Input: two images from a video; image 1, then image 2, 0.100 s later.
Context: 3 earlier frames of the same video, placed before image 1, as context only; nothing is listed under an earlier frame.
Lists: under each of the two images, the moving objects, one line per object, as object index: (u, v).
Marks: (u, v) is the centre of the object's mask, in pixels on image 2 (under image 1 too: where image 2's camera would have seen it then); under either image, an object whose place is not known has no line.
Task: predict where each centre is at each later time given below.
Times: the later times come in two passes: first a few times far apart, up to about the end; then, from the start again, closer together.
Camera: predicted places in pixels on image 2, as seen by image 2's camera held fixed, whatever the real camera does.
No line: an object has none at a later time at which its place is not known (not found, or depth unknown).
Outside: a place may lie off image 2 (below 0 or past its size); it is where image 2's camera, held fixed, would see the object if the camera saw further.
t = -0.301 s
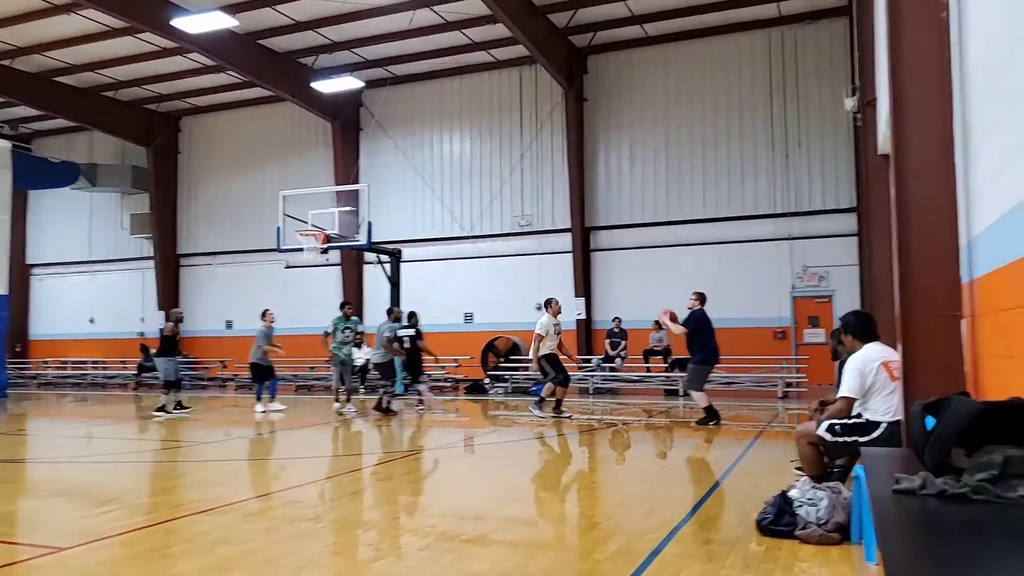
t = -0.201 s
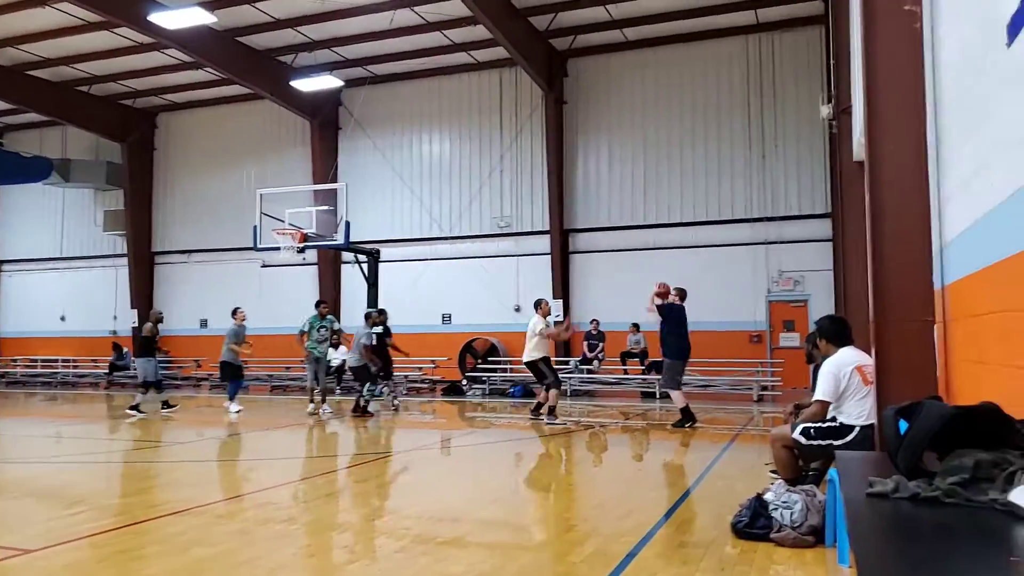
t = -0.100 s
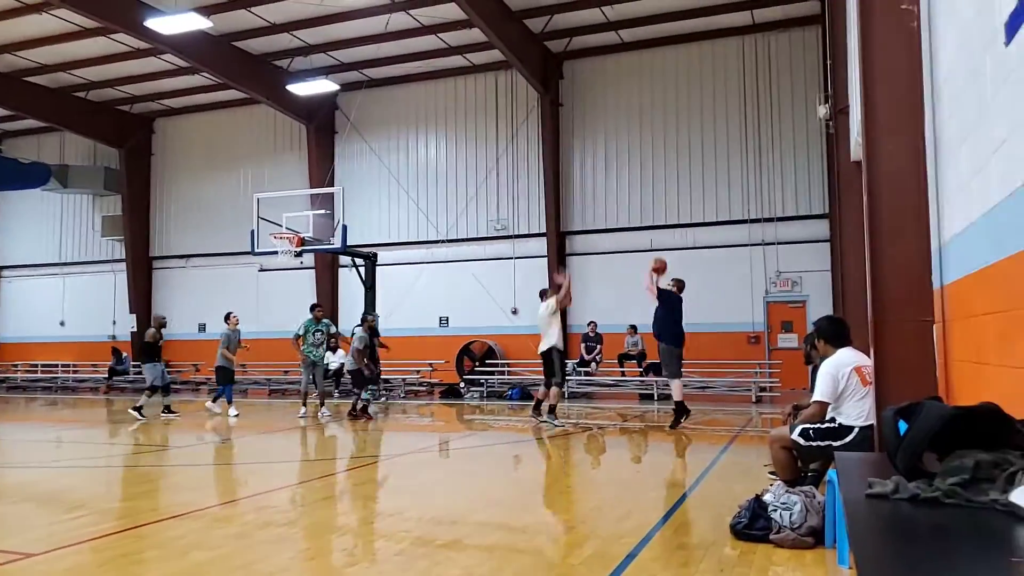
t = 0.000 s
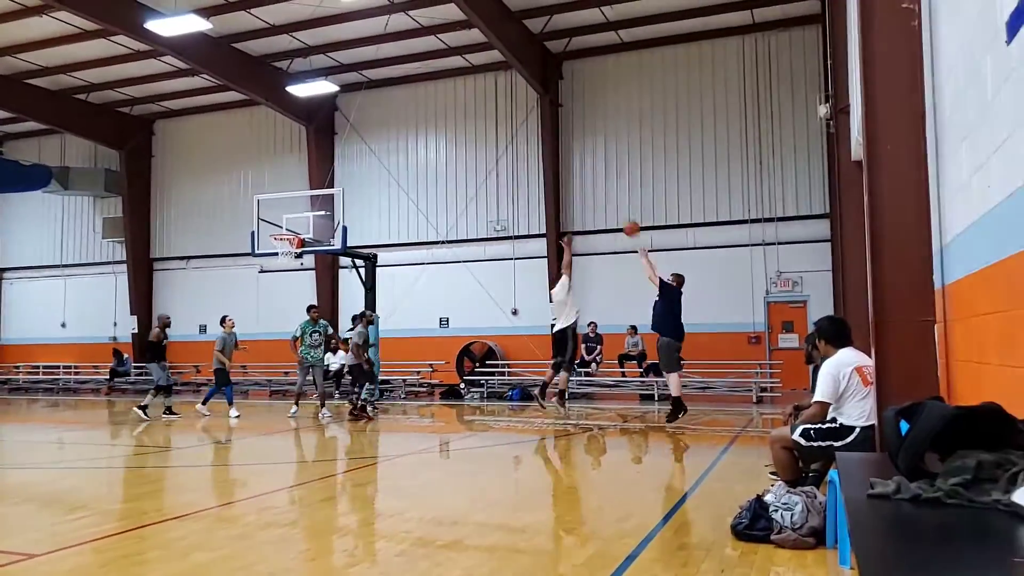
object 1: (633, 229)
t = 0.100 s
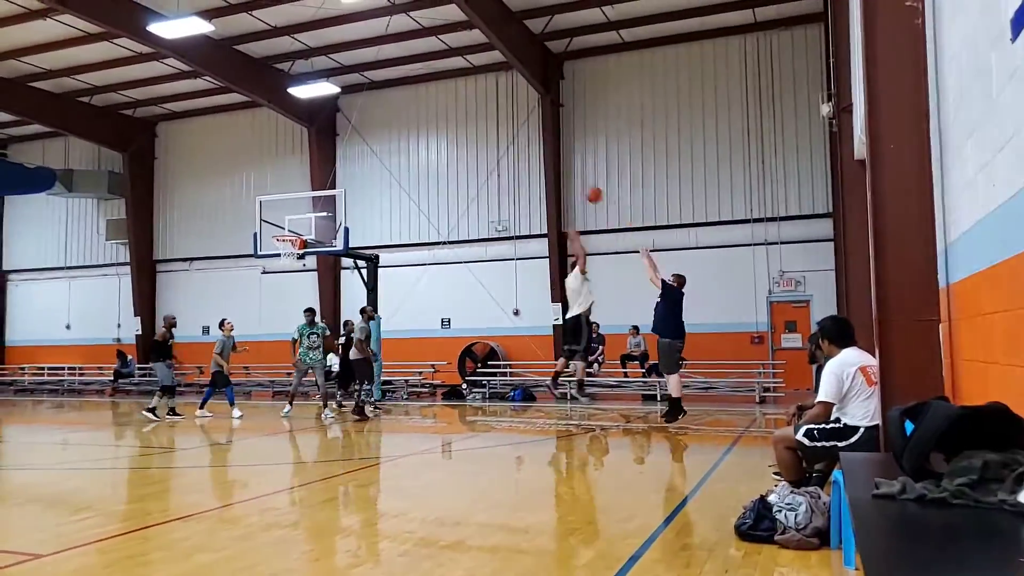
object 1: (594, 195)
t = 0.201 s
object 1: (556, 169)
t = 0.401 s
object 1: (489, 138)
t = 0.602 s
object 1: (429, 134)
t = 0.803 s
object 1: (374, 153)
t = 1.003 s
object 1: (324, 190)
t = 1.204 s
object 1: (284, 229)
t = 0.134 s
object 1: (581, 185)
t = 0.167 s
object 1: (568, 178)
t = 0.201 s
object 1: (556, 169)
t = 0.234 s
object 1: (545, 163)
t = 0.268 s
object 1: (534, 156)
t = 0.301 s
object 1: (523, 150)
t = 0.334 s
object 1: (512, 146)
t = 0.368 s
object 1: (501, 142)
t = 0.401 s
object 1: (489, 138)
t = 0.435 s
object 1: (479, 137)
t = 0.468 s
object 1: (469, 135)
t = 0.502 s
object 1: (459, 134)
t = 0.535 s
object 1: (449, 133)
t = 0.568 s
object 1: (439, 134)
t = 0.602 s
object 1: (429, 134)
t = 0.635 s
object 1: (420, 136)
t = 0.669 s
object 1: (410, 138)
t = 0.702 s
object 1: (401, 141)
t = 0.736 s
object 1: (392, 145)
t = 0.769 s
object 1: (383, 148)
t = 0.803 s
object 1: (374, 153)
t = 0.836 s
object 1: (366, 158)
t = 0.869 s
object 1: (357, 164)
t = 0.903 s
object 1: (348, 170)
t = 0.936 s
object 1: (340, 176)
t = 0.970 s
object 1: (331, 183)
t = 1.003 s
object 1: (324, 190)
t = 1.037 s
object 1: (315, 201)
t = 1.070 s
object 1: (308, 208)
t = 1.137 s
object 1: (292, 228)
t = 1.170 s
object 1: (285, 236)
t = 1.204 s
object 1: (284, 229)
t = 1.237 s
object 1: (282, 222)
